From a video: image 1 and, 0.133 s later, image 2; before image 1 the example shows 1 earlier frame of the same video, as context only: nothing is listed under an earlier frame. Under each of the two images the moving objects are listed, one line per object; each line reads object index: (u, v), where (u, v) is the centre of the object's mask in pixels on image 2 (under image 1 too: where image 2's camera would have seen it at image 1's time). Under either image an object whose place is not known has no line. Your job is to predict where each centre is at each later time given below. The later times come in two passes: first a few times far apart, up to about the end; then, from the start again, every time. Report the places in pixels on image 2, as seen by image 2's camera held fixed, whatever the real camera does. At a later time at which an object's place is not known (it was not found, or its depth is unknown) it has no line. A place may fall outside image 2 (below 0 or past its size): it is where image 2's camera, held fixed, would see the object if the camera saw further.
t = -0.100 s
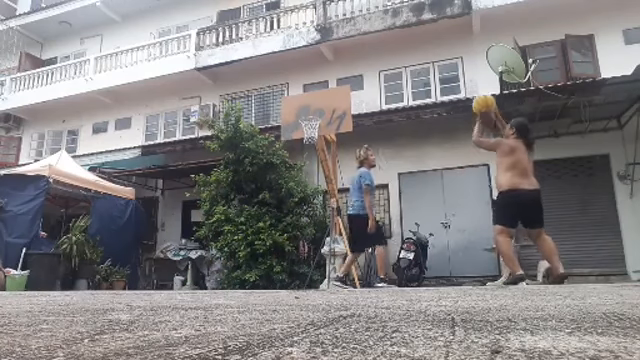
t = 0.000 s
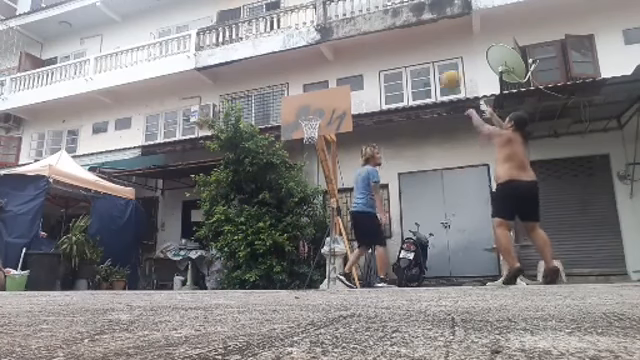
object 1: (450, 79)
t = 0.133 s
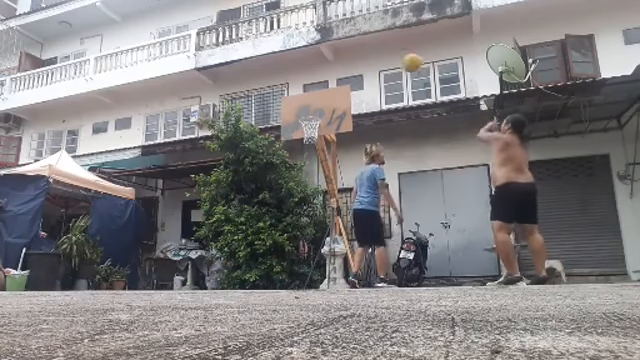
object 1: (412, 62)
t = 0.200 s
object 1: (395, 59)
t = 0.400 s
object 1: (354, 68)
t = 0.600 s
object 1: (326, 103)
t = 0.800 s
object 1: (296, 109)
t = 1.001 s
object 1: (276, 100)
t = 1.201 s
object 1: (254, 114)
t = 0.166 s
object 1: (403, 61)
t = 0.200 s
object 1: (395, 59)
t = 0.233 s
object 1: (388, 60)
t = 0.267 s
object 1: (380, 60)
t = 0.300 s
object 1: (373, 61)
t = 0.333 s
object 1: (366, 63)
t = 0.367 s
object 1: (360, 65)
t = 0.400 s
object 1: (354, 68)
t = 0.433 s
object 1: (349, 72)
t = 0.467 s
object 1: (343, 76)
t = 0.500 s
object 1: (337, 81)
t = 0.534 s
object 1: (332, 86)
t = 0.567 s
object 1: (328, 92)
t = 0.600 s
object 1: (326, 103)
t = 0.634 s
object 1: (319, 104)
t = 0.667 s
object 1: (312, 105)
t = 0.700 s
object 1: (308, 107)
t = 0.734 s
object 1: (302, 111)
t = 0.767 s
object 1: (300, 112)
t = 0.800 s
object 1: (296, 109)
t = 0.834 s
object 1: (293, 106)
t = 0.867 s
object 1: (289, 103)
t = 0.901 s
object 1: (286, 102)
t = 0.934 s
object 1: (283, 101)
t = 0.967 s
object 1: (279, 100)
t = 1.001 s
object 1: (276, 100)
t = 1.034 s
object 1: (273, 100)
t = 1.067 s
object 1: (269, 101)
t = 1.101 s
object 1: (265, 104)
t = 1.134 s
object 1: (262, 106)
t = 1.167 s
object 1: (257, 109)
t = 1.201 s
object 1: (254, 114)
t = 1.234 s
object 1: (250, 119)
